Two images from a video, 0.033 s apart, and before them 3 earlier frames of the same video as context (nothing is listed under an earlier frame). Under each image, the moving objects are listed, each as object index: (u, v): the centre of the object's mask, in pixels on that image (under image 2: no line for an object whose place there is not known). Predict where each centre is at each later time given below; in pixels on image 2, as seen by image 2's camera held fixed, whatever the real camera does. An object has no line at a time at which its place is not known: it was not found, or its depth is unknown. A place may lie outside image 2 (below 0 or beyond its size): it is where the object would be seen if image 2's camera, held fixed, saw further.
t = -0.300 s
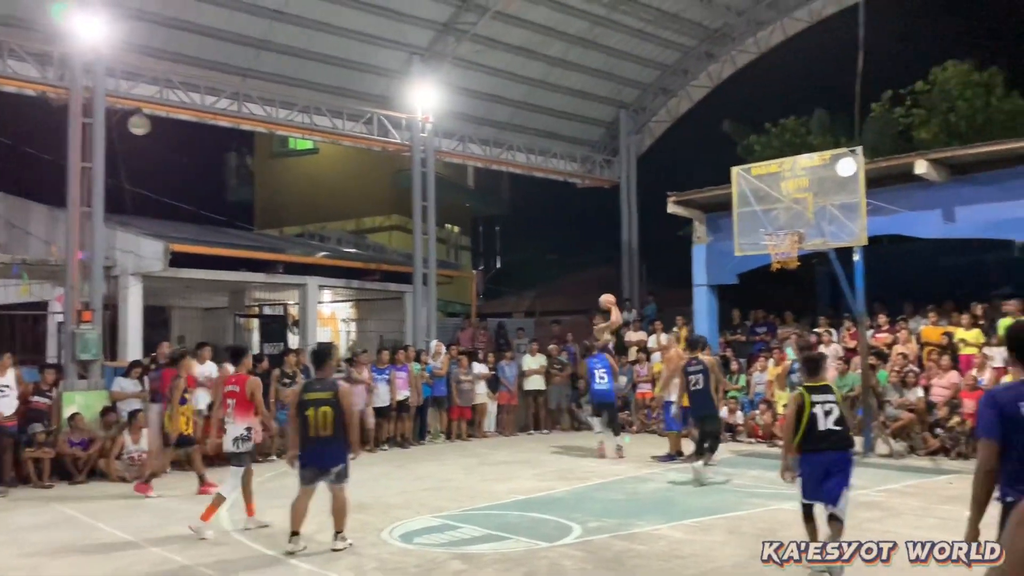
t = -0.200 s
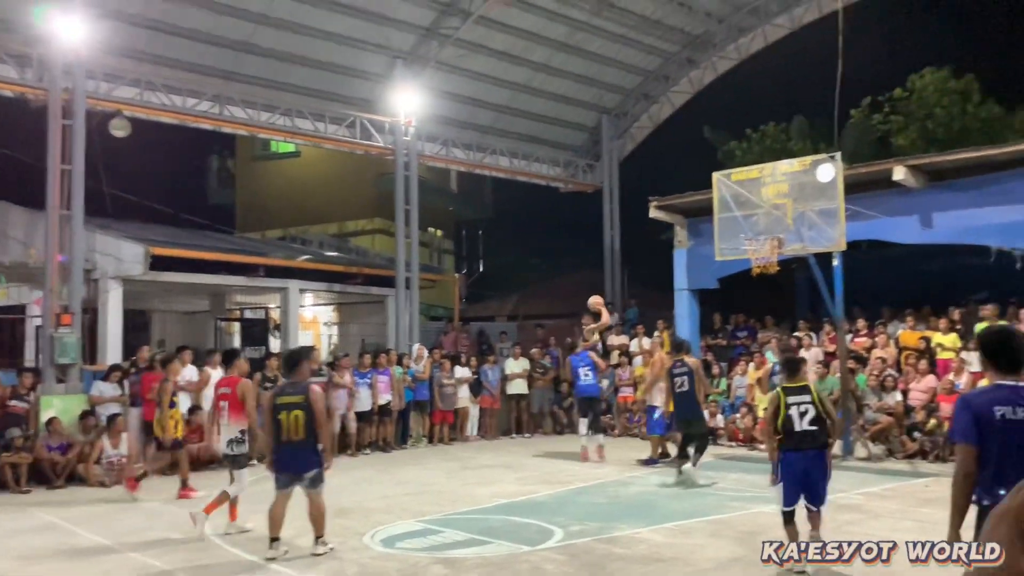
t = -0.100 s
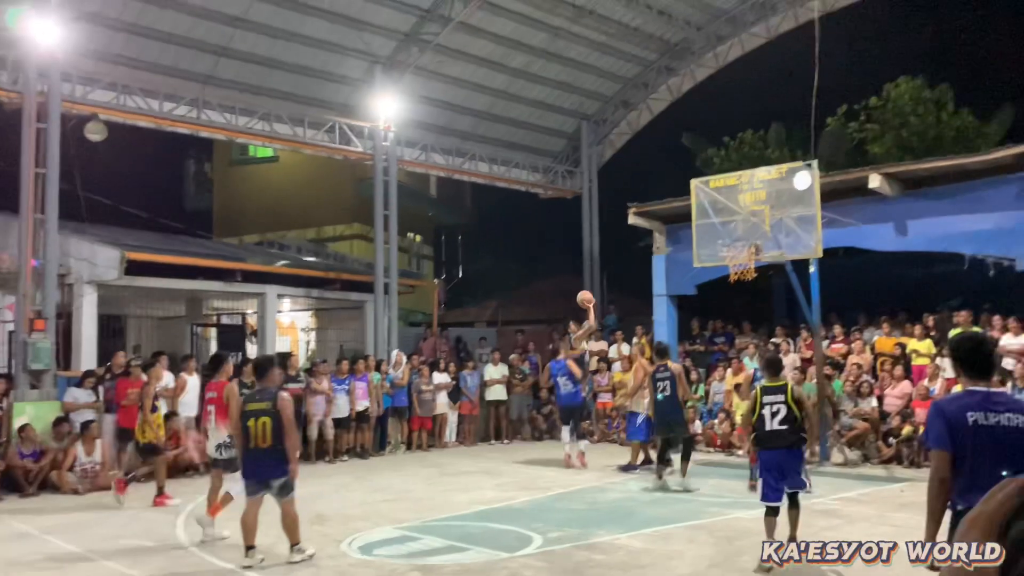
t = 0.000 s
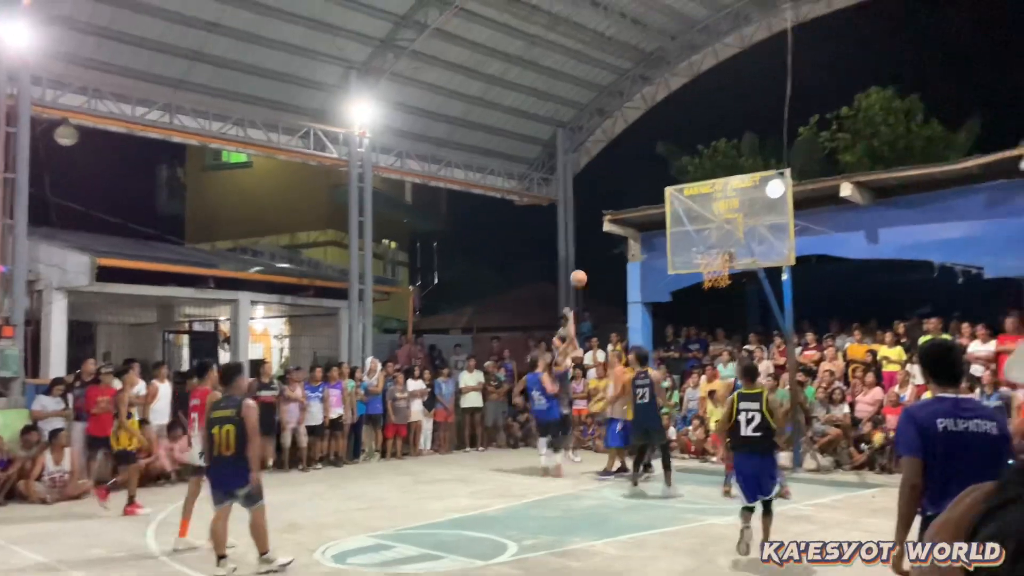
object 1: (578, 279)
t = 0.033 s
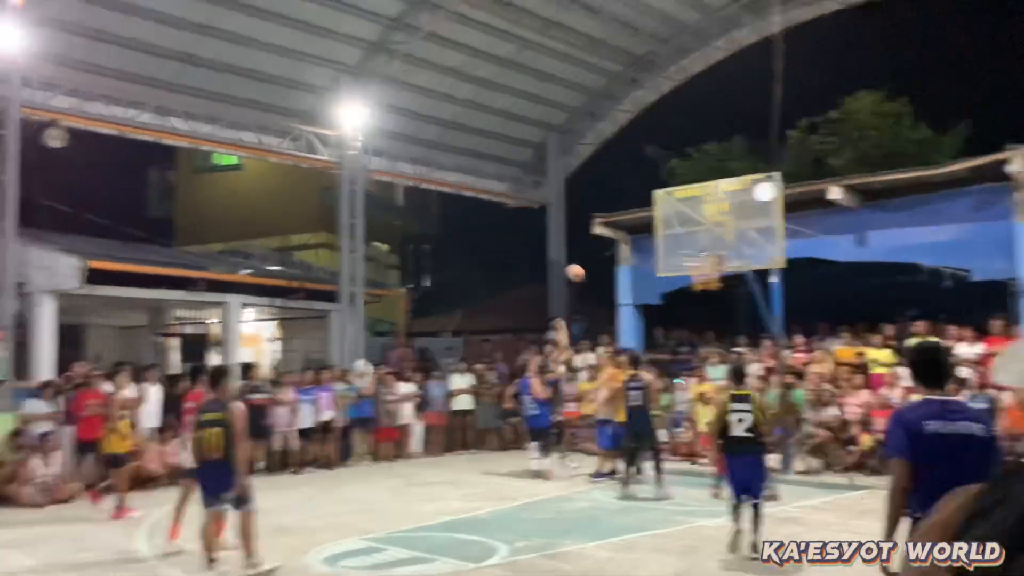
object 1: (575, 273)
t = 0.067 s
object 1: (583, 266)
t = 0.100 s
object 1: (589, 259)
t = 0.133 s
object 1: (596, 253)
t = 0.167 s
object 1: (602, 248)
